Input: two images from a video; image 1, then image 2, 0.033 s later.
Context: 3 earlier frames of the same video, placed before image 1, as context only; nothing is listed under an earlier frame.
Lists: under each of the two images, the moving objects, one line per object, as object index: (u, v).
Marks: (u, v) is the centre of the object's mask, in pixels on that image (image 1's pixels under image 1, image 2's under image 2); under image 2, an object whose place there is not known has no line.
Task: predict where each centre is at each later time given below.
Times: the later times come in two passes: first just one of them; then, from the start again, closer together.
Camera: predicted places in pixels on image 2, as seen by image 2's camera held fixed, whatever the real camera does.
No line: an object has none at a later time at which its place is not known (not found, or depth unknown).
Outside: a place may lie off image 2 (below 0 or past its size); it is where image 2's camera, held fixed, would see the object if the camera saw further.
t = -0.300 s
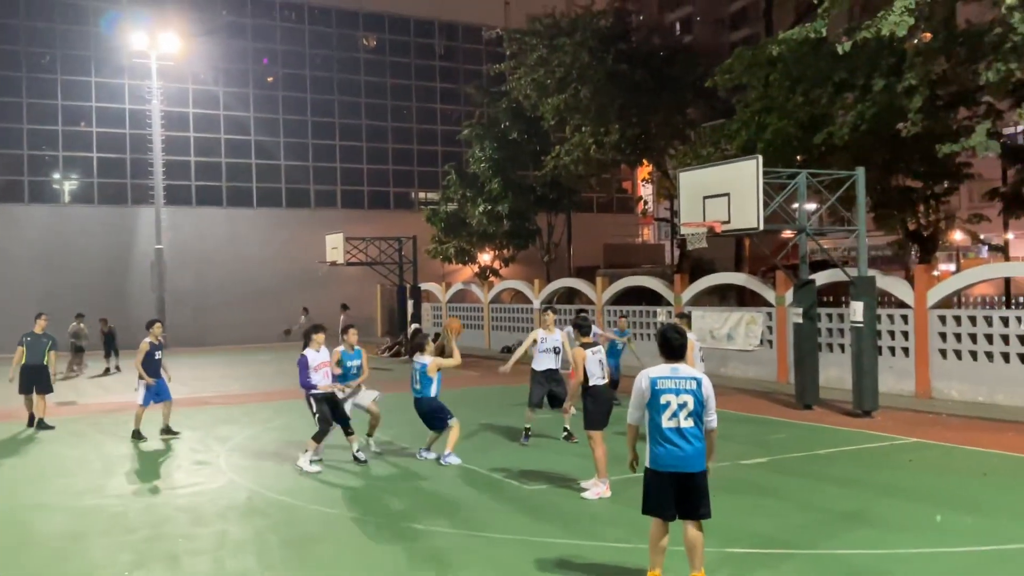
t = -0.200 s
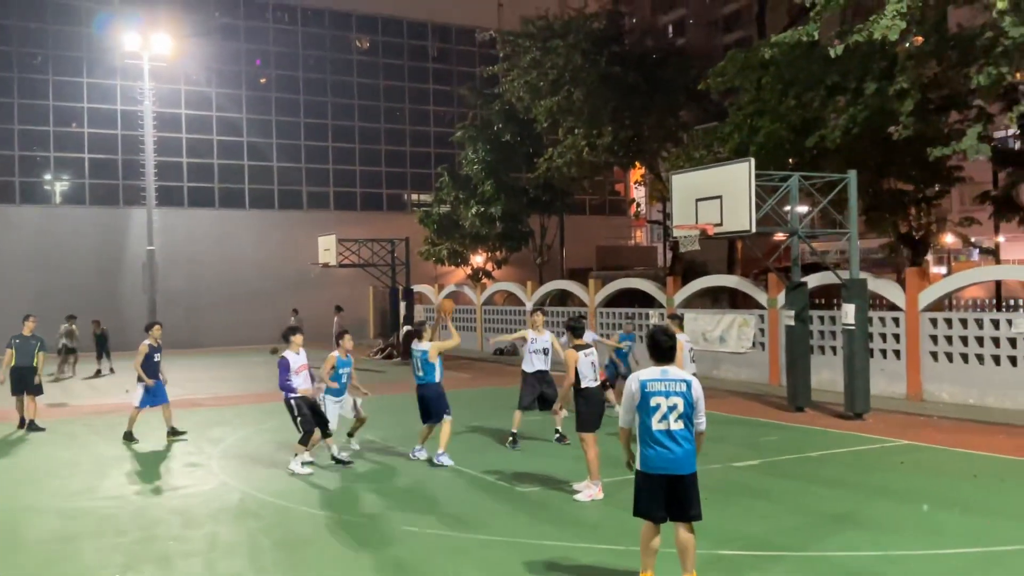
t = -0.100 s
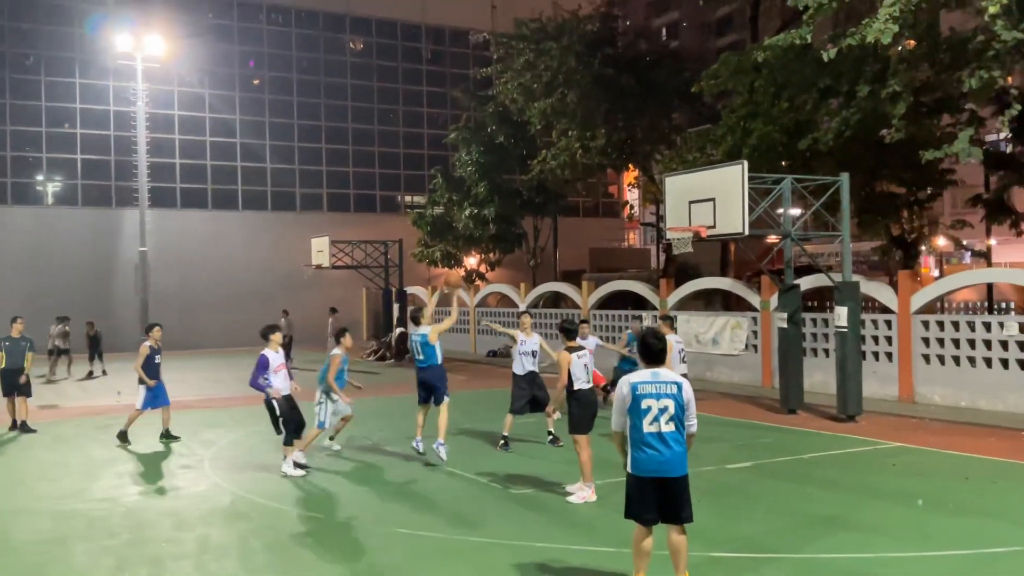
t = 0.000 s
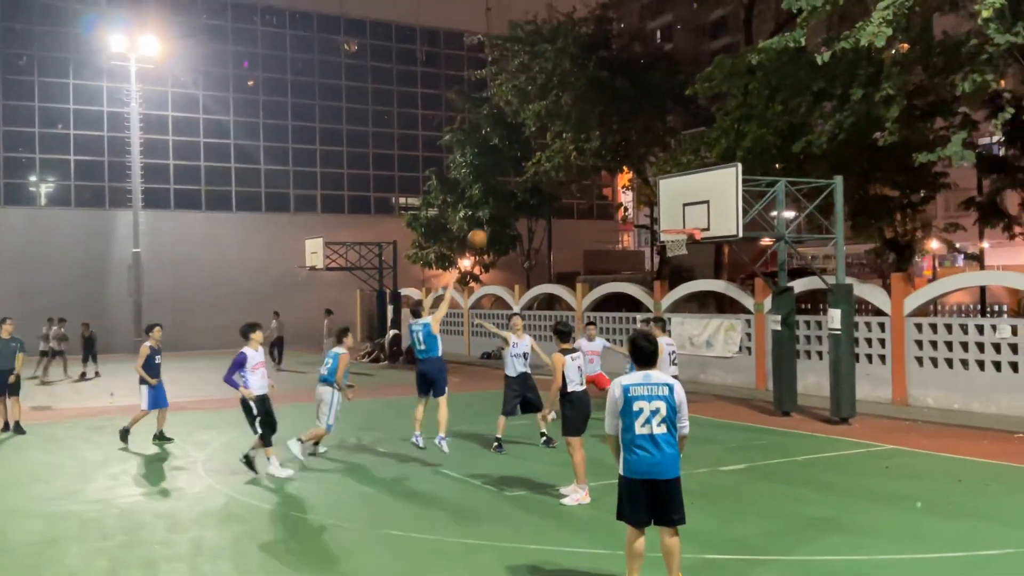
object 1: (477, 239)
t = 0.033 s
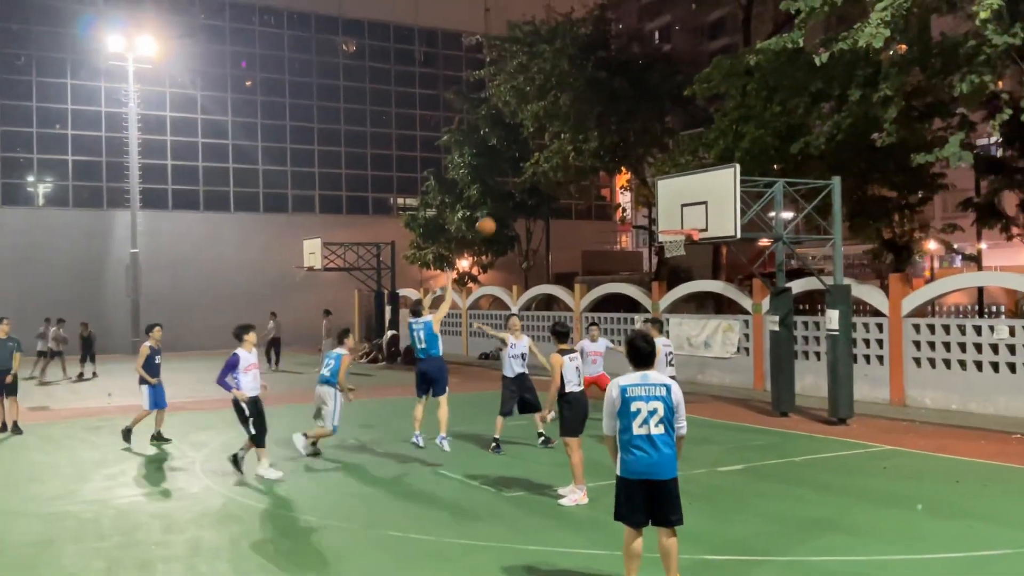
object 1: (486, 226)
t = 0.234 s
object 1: (543, 174)
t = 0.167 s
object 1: (524, 187)
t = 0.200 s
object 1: (534, 180)
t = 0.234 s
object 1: (543, 174)
